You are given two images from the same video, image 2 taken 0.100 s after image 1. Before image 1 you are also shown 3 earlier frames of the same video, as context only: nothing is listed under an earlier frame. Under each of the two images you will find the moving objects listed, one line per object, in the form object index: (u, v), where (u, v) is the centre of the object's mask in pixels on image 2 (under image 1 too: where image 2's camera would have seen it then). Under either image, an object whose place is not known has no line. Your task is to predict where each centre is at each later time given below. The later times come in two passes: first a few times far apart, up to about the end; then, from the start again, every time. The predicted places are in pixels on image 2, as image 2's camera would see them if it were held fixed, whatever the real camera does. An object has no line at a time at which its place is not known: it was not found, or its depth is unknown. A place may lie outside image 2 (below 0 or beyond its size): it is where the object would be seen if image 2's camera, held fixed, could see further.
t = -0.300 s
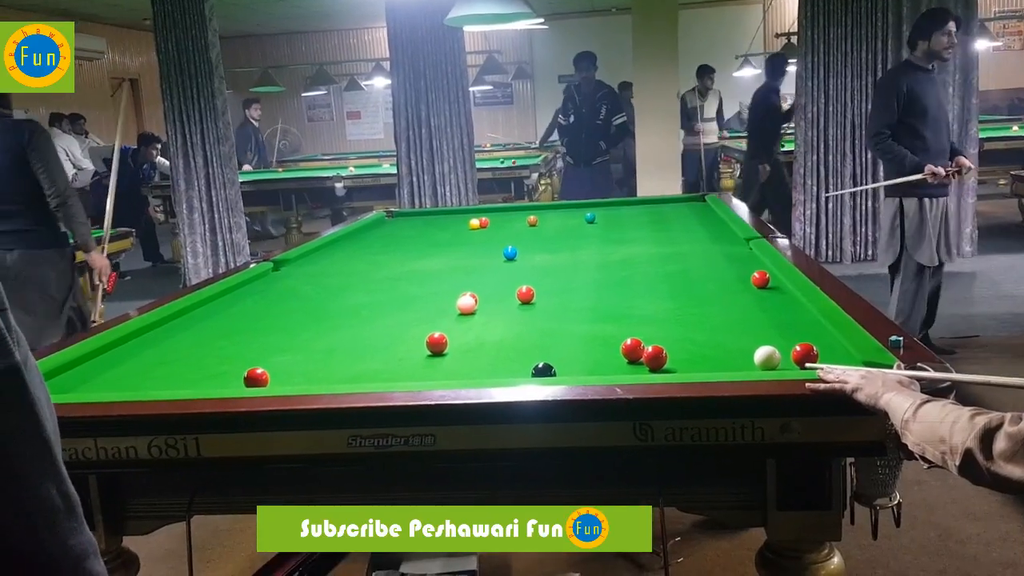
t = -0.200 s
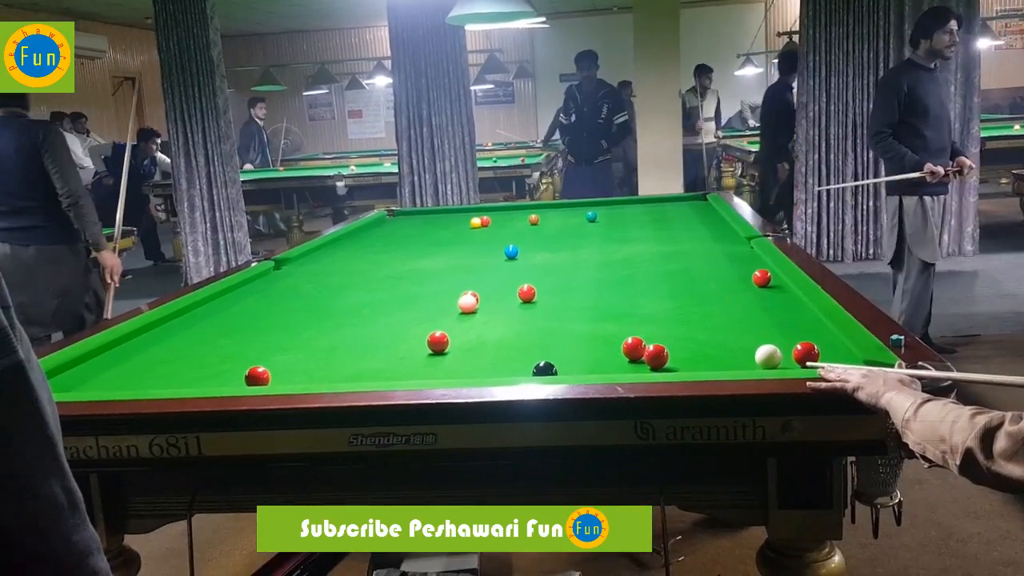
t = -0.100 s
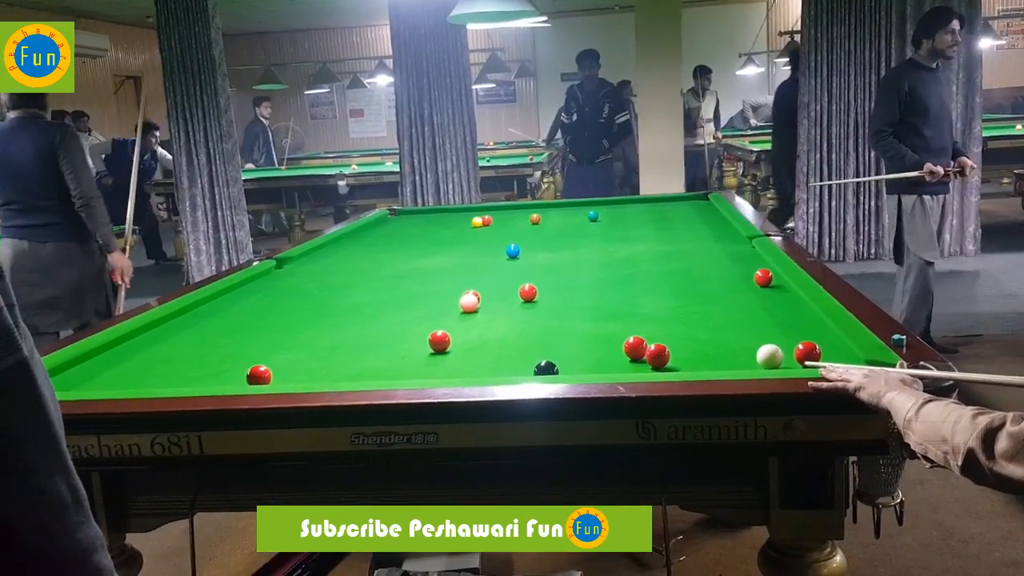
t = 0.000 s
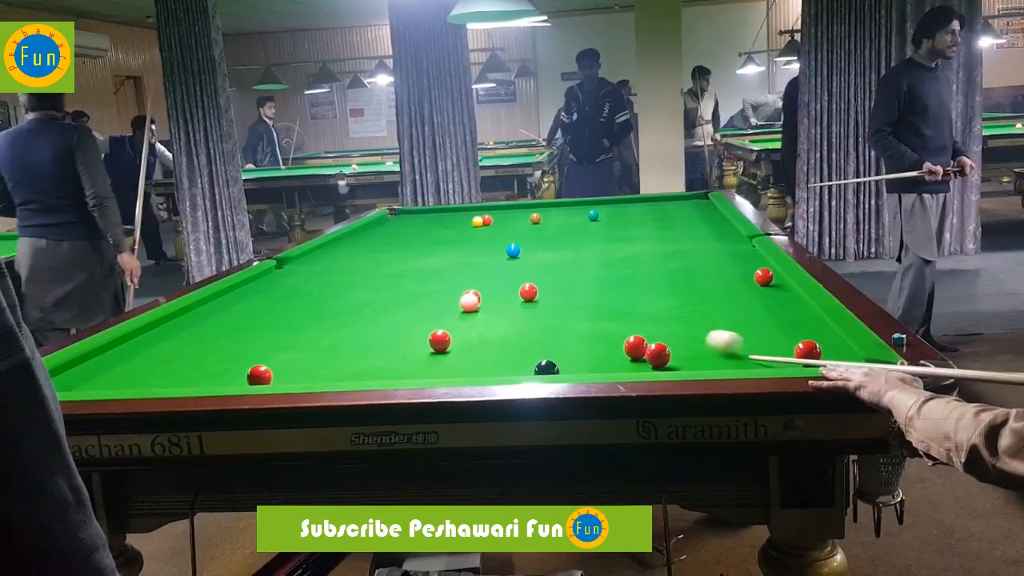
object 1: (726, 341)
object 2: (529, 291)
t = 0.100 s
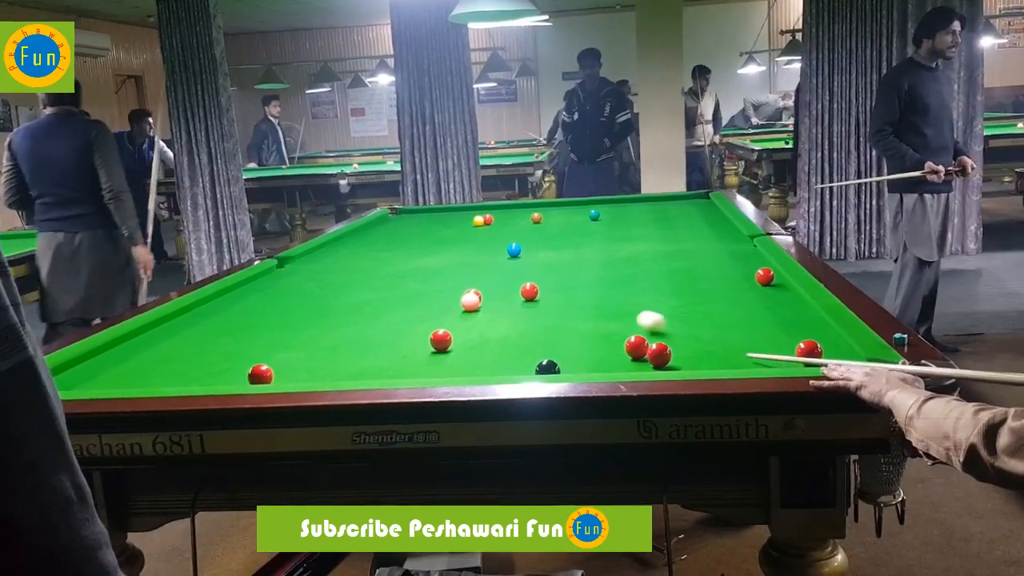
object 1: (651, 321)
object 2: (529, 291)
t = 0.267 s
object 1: (568, 299)
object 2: (529, 291)
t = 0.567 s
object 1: (560, 284)
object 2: (454, 283)
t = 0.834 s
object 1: (573, 275)
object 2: (394, 276)
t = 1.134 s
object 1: (585, 266)
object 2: (335, 270)
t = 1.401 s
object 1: (594, 259)
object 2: (290, 265)
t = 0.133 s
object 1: (631, 317)
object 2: (529, 291)
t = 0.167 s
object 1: (613, 312)
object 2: (529, 291)
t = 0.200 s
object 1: (597, 307)
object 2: (529, 291)
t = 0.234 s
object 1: (581, 303)
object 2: (529, 291)
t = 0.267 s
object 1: (568, 299)
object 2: (529, 291)
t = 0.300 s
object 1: (555, 296)
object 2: (529, 291)
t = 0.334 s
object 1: (544, 293)
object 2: (527, 291)
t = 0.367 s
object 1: (547, 292)
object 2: (516, 289)
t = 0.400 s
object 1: (550, 291)
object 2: (503, 288)
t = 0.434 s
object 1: (553, 289)
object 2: (492, 287)
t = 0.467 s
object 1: (555, 288)
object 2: (482, 285)
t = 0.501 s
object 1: (556, 287)
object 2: (471, 283)
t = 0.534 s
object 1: (558, 285)
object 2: (462, 283)
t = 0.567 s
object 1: (560, 284)
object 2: (454, 283)
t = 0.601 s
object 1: (562, 283)
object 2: (446, 282)
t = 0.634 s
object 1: (563, 282)
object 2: (438, 281)
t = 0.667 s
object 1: (565, 281)
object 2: (430, 280)
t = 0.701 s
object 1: (567, 279)
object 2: (423, 280)
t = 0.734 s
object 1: (568, 278)
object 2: (415, 279)
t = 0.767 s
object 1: (570, 277)
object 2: (408, 278)
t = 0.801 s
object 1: (571, 276)
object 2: (401, 277)
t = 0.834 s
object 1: (573, 275)
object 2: (394, 276)
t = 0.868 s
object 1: (574, 274)
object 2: (387, 276)
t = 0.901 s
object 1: (576, 273)
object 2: (380, 275)
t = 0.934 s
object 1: (577, 272)
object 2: (373, 274)
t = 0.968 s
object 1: (578, 271)
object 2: (367, 274)
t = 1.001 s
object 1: (579, 270)
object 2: (360, 273)
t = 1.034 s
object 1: (581, 269)
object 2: (354, 272)
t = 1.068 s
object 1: (582, 268)
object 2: (348, 271)
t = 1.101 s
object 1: (584, 267)
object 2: (341, 271)
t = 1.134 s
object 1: (585, 266)
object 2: (335, 270)
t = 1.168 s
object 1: (586, 265)
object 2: (329, 270)
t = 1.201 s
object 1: (587, 264)
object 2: (324, 269)
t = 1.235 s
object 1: (588, 263)
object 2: (318, 268)
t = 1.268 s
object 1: (589, 263)
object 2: (312, 268)
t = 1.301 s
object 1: (591, 262)
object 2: (307, 267)
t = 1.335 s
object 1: (592, 261)
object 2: (301, 267)
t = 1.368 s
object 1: (593, 260)
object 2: (296, 266)
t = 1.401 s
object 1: (594, 259)
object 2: (290, 265)
